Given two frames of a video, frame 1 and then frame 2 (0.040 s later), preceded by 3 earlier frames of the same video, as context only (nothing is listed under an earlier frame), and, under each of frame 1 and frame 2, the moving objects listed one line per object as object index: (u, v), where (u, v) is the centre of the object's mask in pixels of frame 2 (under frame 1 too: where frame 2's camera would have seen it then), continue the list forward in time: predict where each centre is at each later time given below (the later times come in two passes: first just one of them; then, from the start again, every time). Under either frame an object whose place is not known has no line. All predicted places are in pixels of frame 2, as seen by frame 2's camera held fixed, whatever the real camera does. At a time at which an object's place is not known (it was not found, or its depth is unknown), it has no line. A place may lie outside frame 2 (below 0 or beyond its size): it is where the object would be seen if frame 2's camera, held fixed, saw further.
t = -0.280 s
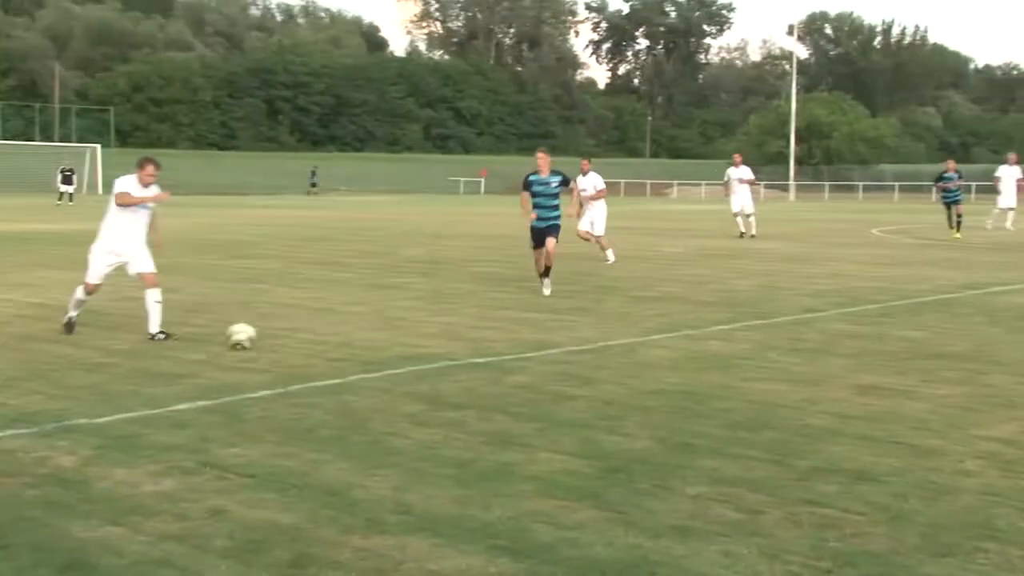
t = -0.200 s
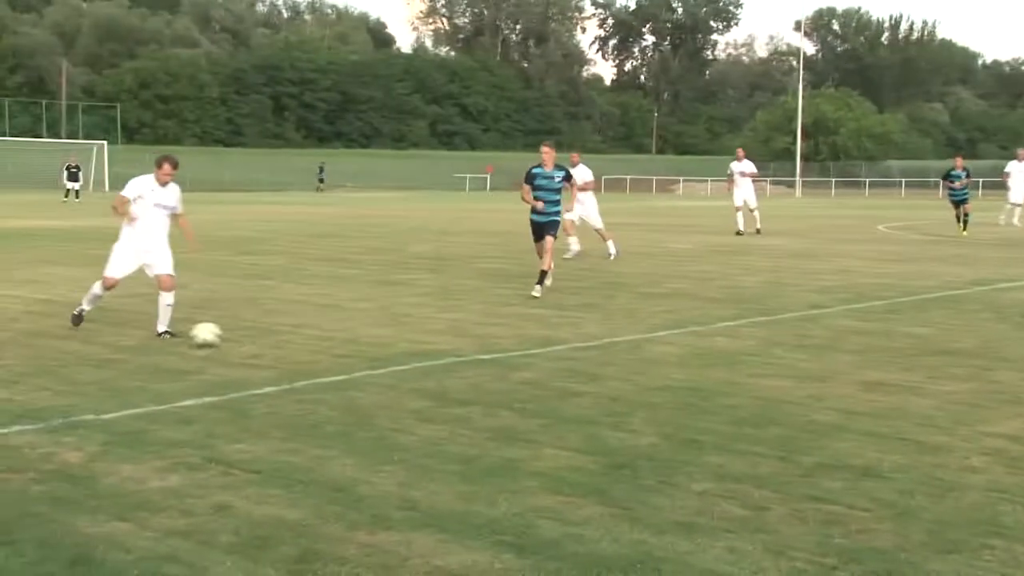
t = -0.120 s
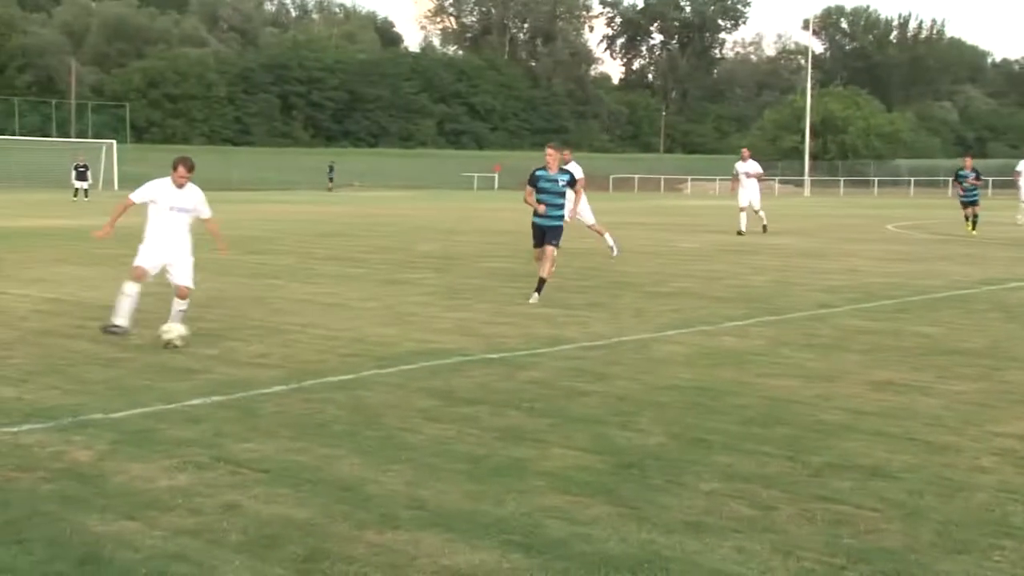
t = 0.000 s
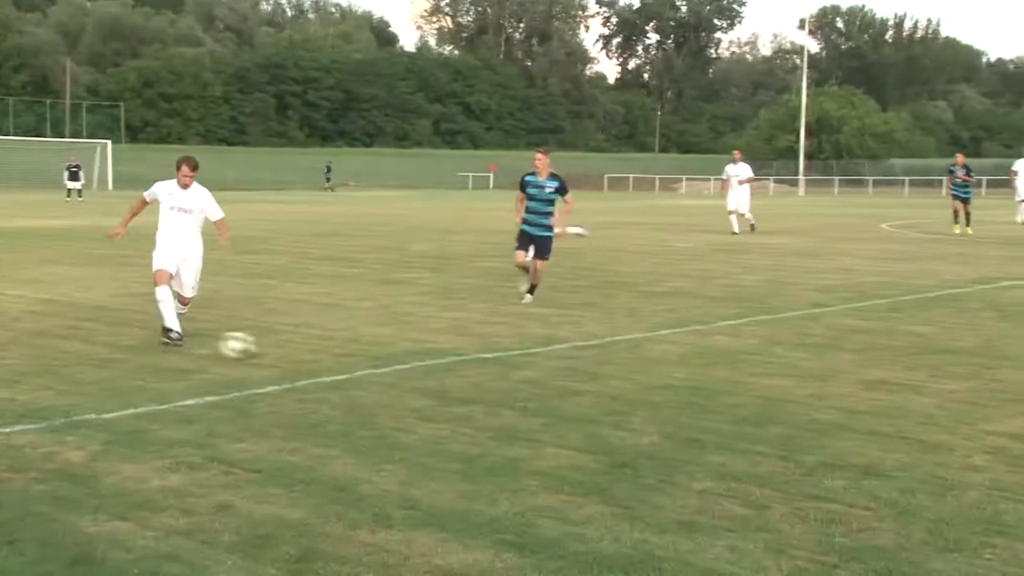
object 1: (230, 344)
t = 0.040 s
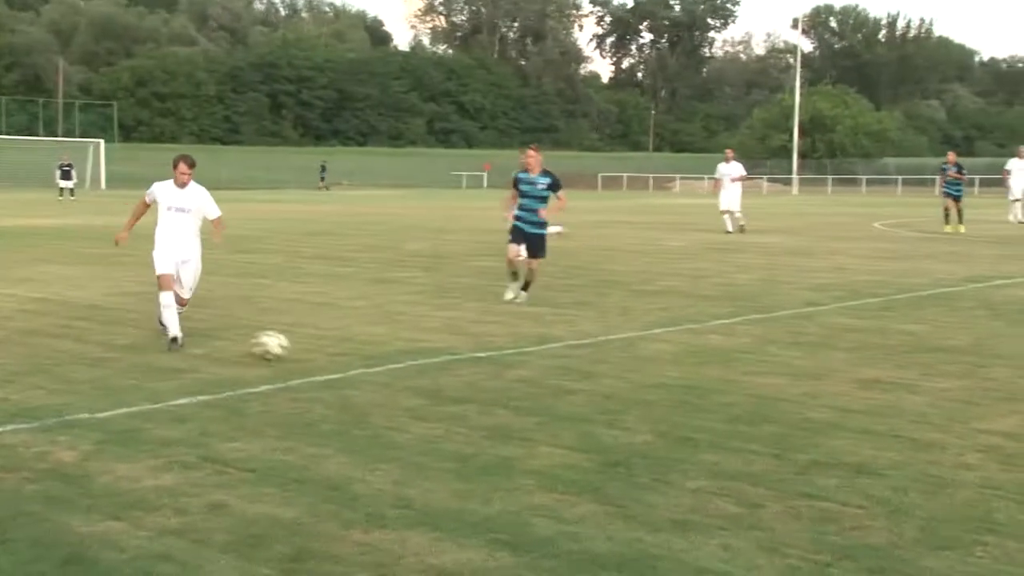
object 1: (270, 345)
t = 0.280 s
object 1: (542, 379)
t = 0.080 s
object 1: (313, 347)
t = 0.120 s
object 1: (357, 352)
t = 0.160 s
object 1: (404, 360)
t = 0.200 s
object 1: (452, 369)
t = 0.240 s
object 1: (498, 377)
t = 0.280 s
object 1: (542, 379)
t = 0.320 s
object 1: (588, 384)
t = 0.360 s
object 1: (635, 391)
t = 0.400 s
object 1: (683, 398)
